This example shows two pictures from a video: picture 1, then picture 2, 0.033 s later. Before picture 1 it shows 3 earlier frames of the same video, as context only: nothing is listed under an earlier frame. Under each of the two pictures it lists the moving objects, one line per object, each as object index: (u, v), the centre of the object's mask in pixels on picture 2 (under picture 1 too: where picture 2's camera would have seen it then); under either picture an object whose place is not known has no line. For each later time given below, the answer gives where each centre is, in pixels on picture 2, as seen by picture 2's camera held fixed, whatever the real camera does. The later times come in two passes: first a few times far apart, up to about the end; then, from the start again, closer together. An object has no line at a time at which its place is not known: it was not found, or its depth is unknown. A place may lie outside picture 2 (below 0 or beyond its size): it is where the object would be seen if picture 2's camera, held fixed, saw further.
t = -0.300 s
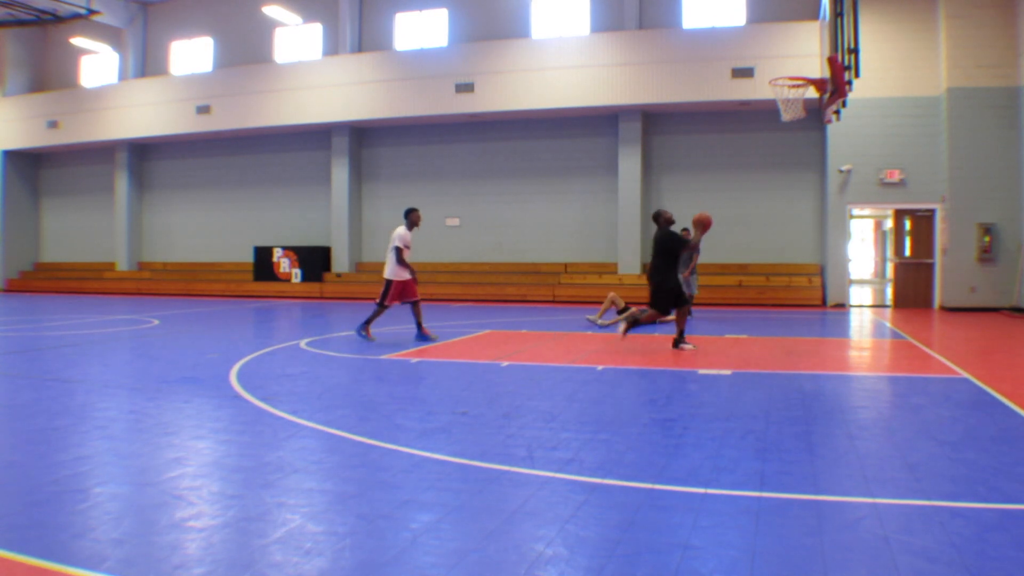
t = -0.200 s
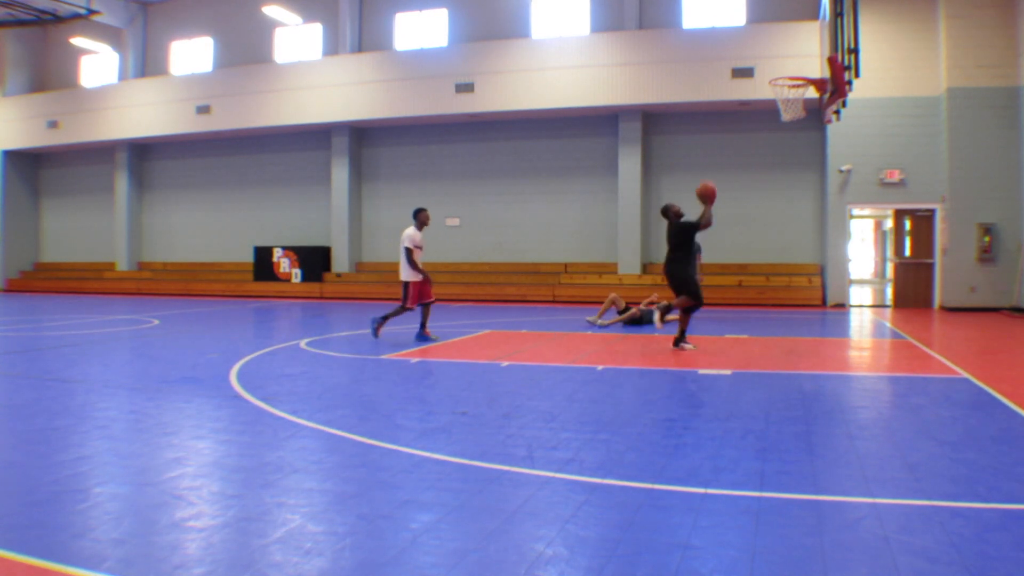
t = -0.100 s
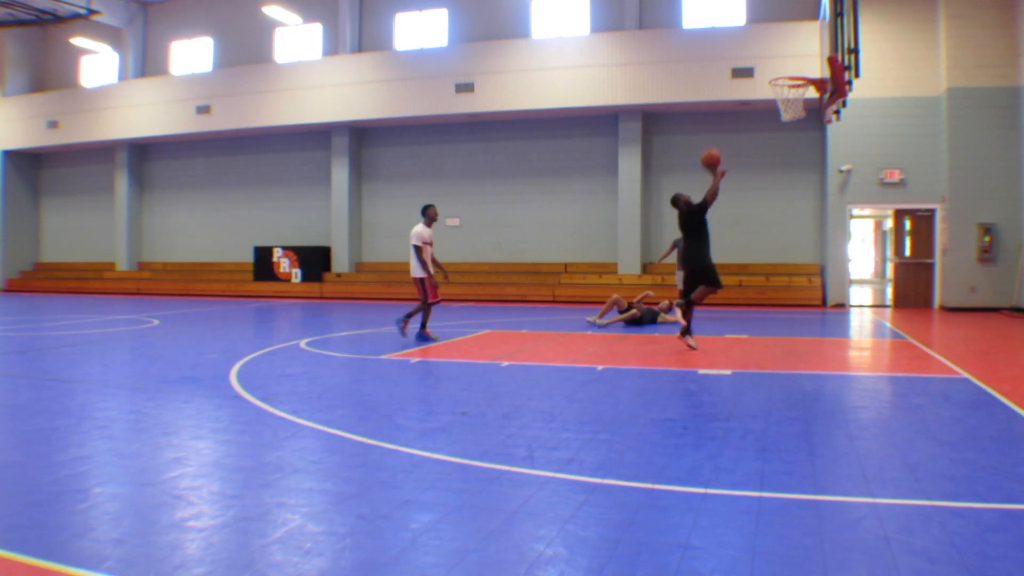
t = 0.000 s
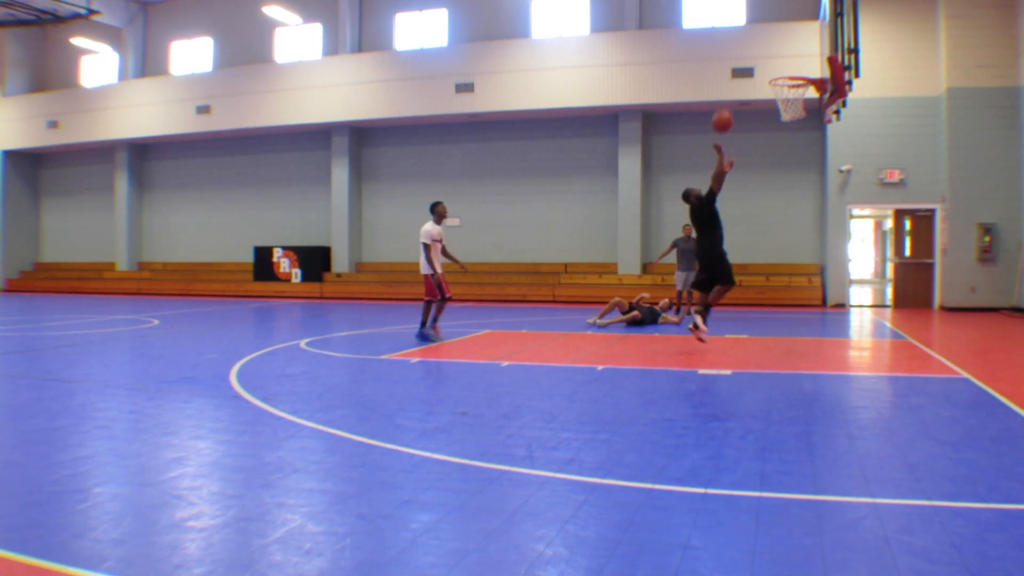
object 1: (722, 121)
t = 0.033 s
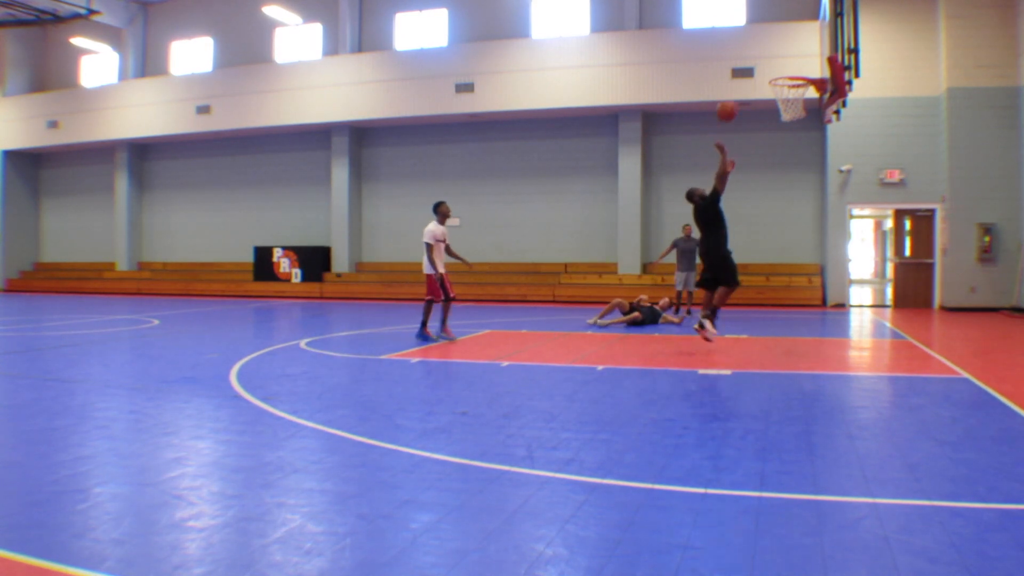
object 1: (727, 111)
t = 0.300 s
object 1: (757, 57)
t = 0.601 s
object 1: (794, 66)
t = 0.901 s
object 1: (774, 98)
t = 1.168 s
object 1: (789, 116)
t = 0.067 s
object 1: (730, 101)
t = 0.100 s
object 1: (734, 92)
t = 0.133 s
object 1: (738, 82)
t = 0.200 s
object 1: (744, 71)
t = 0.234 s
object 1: (750, 65)
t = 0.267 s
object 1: (753, 61)
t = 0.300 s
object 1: (757, 57)
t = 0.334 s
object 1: (761, 54)
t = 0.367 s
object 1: (765, 53)
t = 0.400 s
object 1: (769, 52)
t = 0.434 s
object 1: (774, 52)
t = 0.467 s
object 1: (778, 53)
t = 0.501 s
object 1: (782, 55)
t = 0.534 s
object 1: (786, 58)
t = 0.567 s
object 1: (790, 61)
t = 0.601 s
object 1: (794, 66)
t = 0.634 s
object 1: (799, 72)
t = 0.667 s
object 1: (799, 73)
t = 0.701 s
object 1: (793, 81)
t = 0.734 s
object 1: (788, 85)
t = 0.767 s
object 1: (782, 91)
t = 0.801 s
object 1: (778, 93)
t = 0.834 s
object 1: (776, 95)
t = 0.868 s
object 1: (775, 96)
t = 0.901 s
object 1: (774, 98)
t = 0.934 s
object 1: (774, 99)
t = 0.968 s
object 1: (775, 101)
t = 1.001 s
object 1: (774, 102)
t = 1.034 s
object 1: (776, 105)
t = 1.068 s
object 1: (778, 107)
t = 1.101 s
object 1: (782, 109)
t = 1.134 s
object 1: (785, 111)
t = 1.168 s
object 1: (789, 116)
